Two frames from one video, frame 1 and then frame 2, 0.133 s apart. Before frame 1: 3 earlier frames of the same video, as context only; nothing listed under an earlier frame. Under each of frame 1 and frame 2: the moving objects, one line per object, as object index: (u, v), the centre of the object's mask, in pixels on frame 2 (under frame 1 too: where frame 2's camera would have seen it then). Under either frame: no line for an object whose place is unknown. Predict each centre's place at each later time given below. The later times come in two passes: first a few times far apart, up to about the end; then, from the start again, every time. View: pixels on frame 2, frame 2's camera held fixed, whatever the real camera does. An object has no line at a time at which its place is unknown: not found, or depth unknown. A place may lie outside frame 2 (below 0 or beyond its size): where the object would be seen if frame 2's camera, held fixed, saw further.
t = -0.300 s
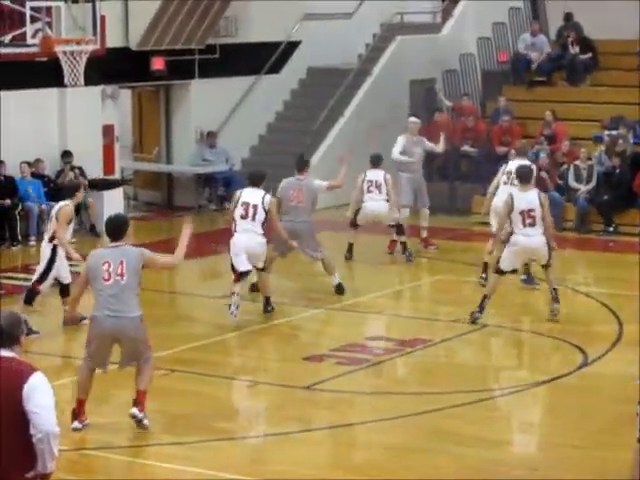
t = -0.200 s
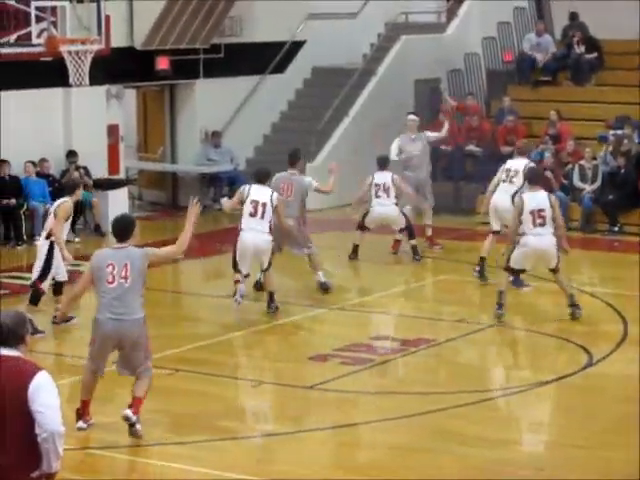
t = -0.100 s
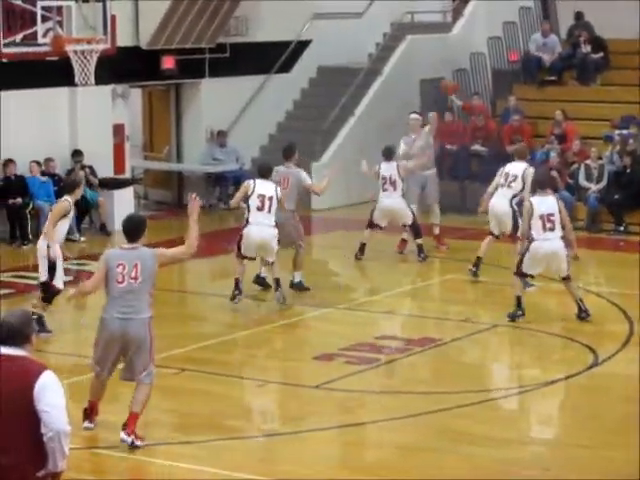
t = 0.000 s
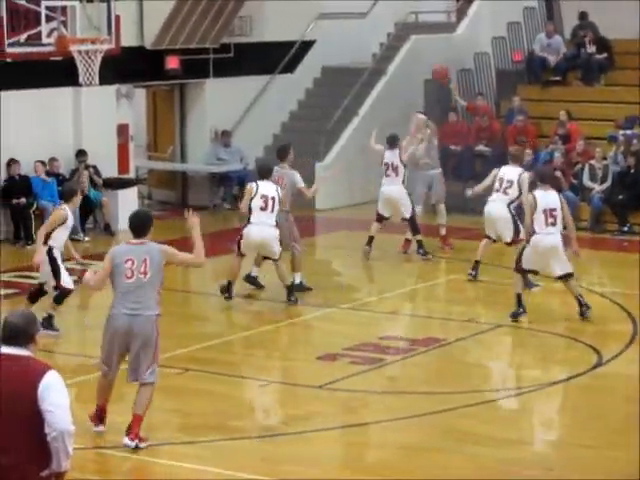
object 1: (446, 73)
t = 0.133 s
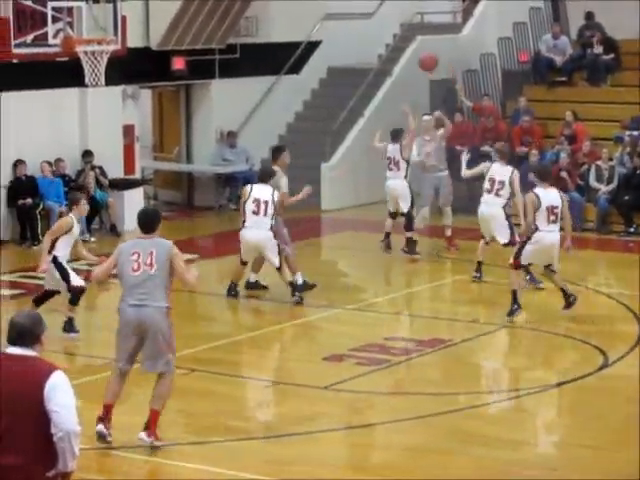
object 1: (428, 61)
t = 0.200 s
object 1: (419, 61)
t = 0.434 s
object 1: (387, 85)
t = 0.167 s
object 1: (422, 60)
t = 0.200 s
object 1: (419, 61)
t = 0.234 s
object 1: (415, 61)
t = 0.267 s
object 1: (410, 62)
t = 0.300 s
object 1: (406, 64)
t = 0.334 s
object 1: (401, 68)
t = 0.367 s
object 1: (396, 73)
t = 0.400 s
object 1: (393, 78)
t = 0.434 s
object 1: (387, 85)
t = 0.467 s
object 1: (382, 94)
